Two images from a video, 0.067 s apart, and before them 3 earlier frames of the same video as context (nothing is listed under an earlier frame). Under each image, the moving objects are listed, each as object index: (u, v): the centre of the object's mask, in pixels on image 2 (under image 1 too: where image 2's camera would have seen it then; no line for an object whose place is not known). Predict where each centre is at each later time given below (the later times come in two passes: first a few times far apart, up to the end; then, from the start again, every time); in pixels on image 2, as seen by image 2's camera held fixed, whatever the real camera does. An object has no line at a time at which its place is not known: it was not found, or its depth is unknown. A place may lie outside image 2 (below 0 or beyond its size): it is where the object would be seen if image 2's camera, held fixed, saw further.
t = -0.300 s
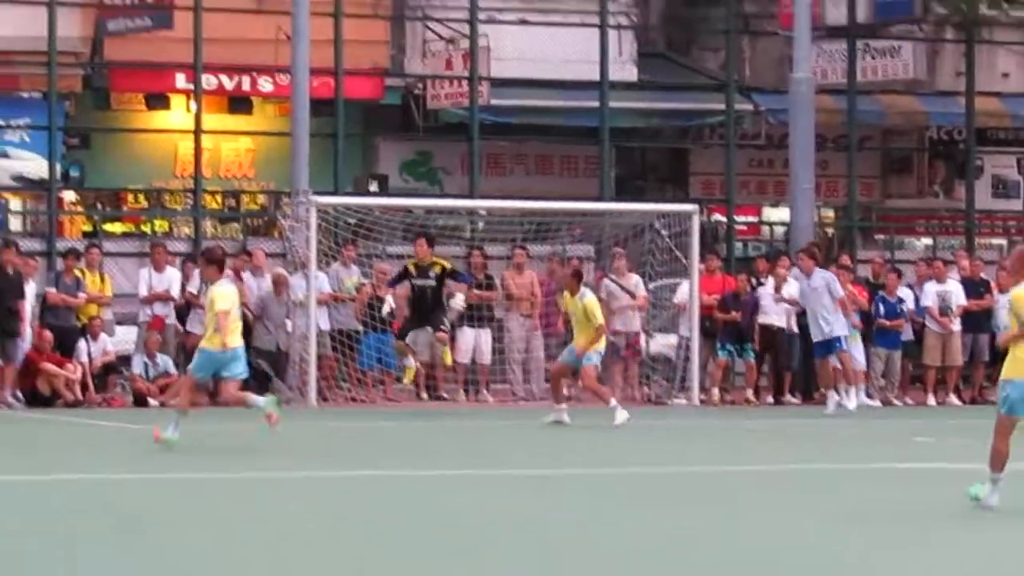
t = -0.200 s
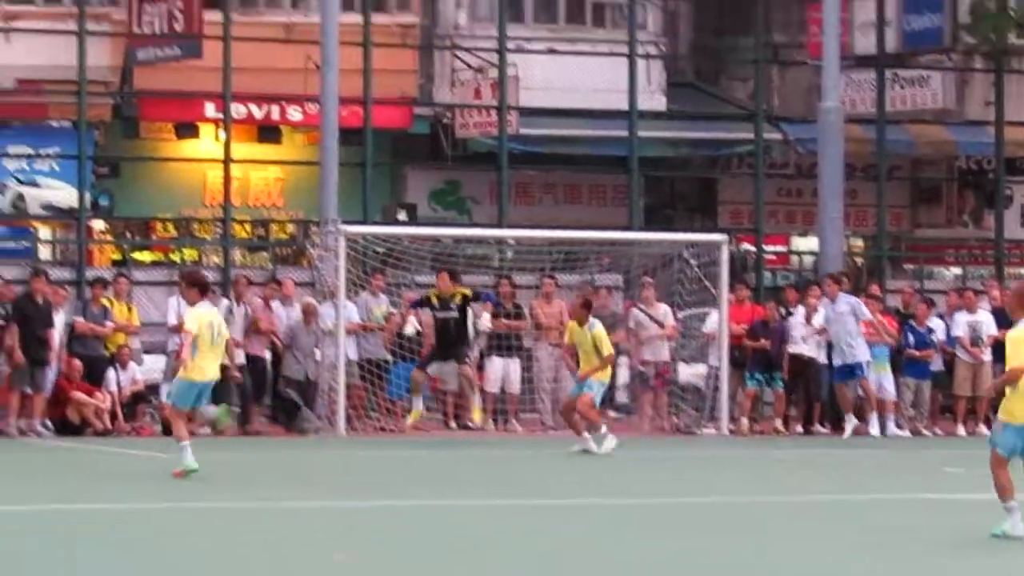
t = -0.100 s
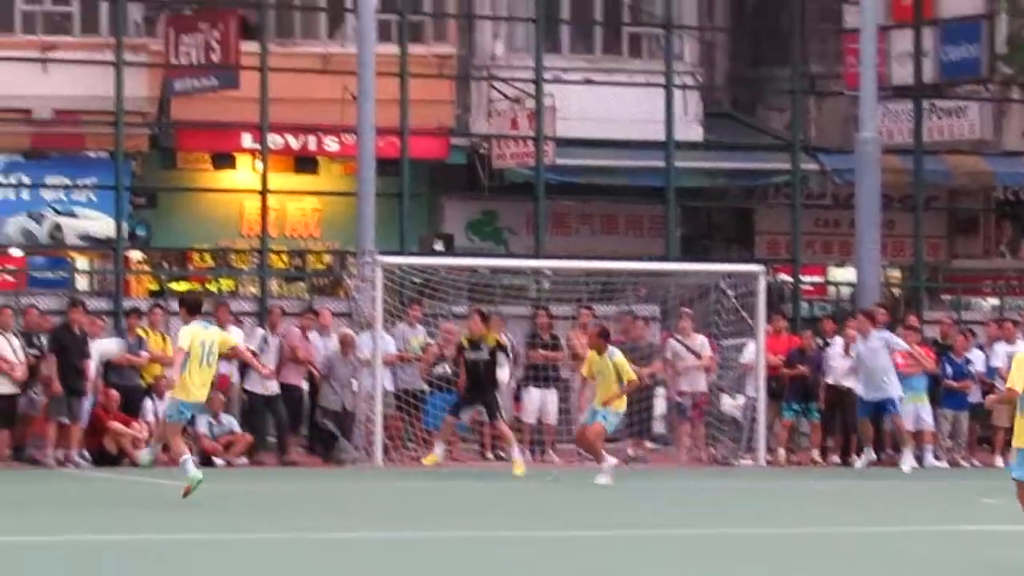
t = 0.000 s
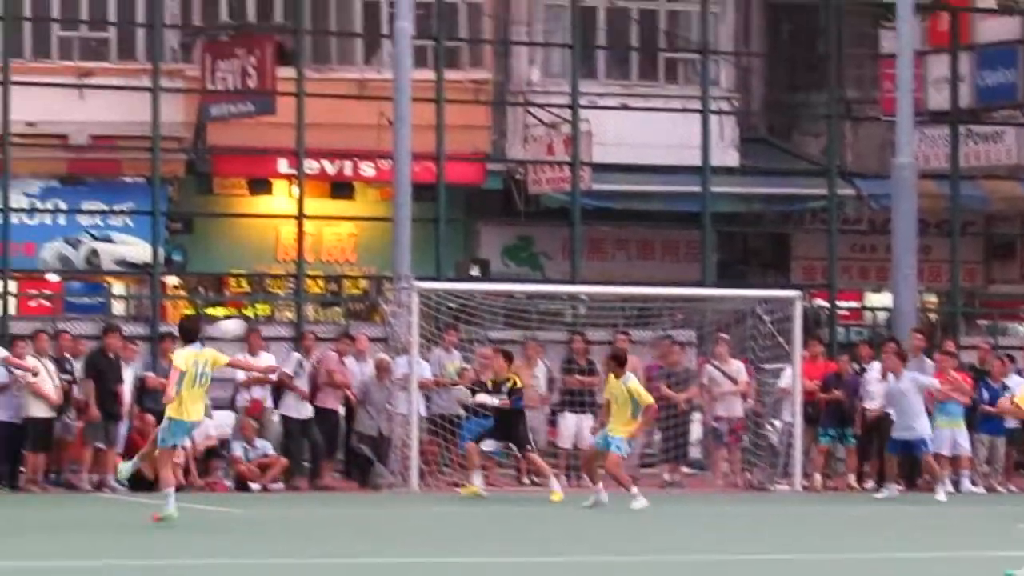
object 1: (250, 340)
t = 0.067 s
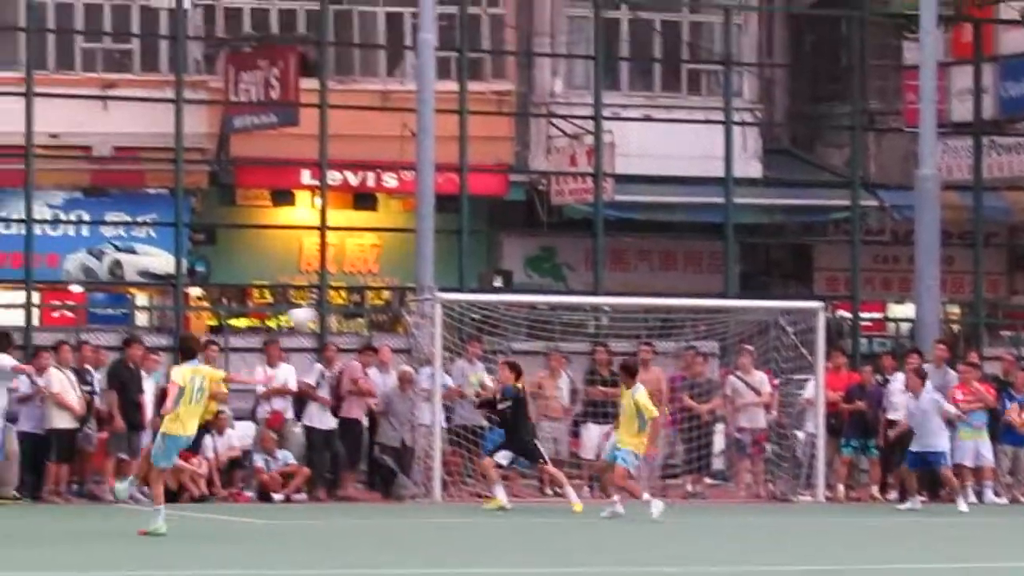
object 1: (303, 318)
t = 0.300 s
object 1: (426, 273)
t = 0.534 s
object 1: (504, 271)
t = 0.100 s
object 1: (324, 308)
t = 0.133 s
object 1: (343, 300)
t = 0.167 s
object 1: (361, 293)
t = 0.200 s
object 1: (380, 287)
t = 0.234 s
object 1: (396, 281)
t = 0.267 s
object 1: (411, 277)
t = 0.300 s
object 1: (426, 273)
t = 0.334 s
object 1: (439, 271)
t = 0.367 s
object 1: (452, 269)
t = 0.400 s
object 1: (463, 269)
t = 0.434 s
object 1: (475, 269)
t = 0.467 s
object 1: (485, 269)
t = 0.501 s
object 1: (495, 269)
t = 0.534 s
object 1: (504, 271)
